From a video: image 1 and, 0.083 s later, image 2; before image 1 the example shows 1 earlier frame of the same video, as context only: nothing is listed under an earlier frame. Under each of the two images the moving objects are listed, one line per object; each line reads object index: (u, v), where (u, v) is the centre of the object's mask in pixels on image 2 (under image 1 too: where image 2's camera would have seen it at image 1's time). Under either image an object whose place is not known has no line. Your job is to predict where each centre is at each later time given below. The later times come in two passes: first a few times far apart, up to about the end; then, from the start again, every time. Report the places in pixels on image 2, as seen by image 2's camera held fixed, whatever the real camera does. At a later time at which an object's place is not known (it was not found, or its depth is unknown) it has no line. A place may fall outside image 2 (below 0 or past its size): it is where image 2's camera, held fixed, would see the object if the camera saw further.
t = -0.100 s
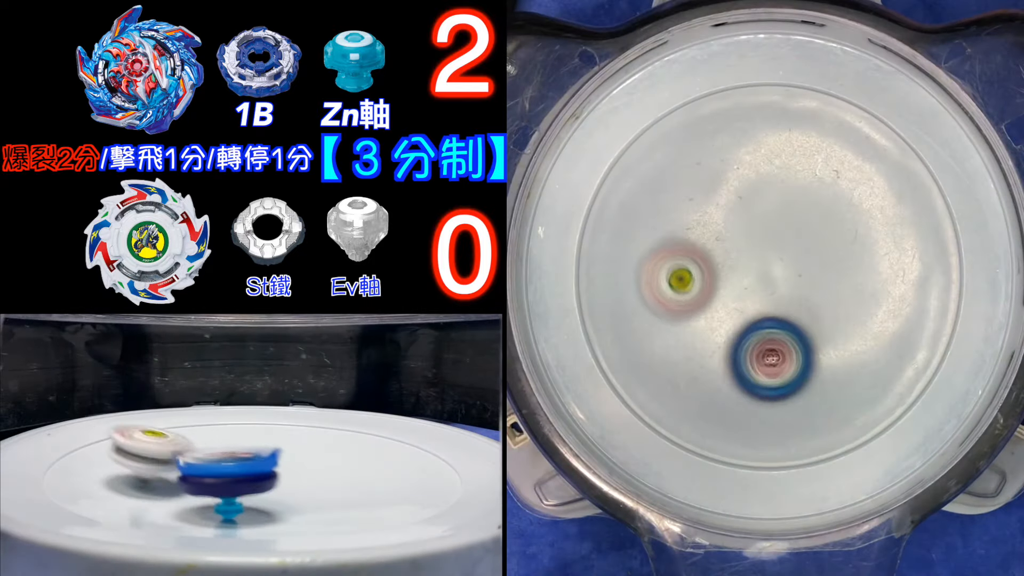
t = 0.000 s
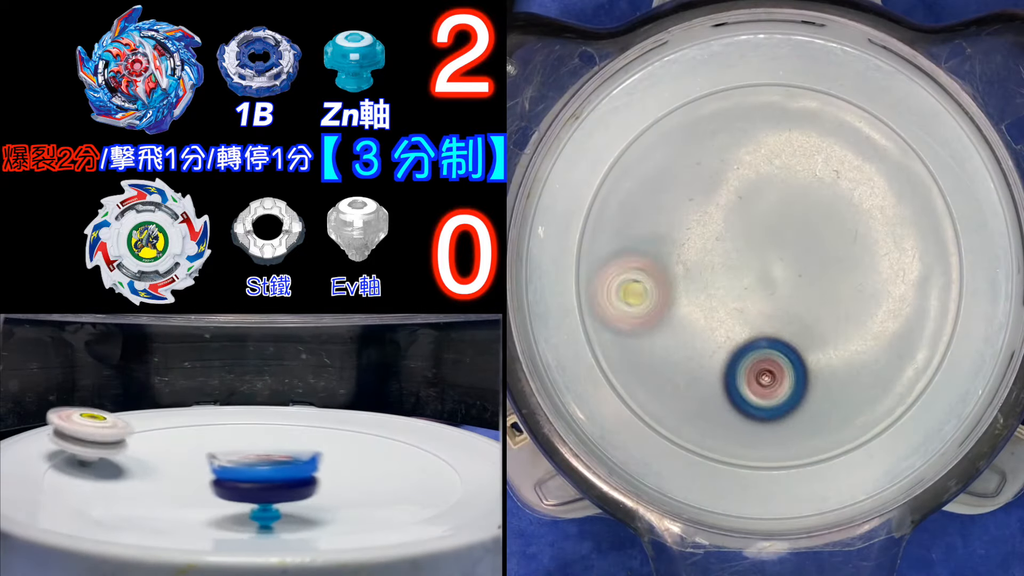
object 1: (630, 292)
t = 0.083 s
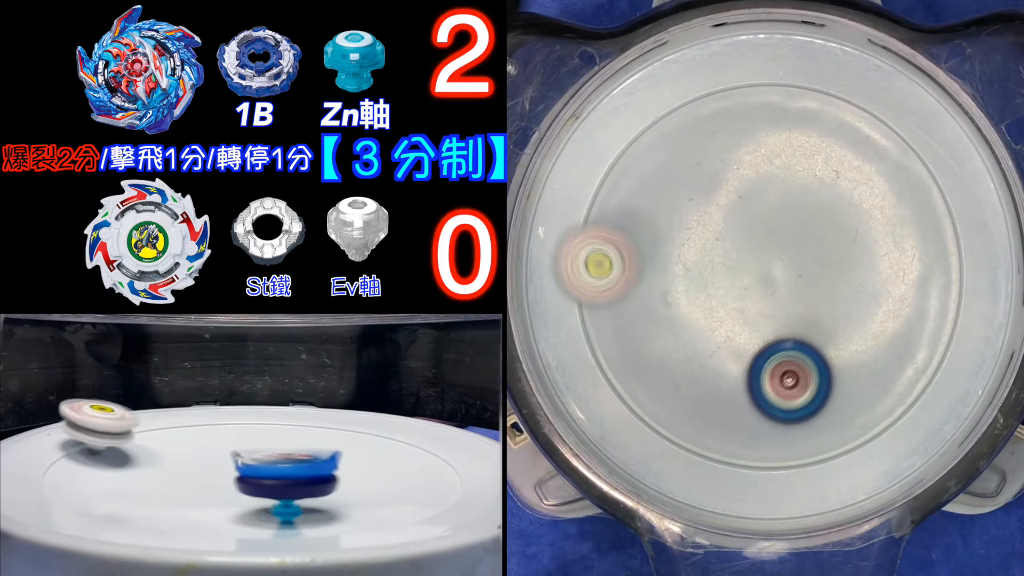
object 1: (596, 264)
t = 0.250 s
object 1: (683, 203)
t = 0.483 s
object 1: (785, 270)
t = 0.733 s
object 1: (731, 409)
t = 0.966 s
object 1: (614, 329)
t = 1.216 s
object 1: (664, 286)
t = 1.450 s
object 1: (771, 362)
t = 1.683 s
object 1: (618, 394)
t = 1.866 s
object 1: (619, 270)
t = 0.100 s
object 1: (596, 256)
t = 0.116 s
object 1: (597, 248)
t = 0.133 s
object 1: (600, 240)
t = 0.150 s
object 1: (606, 232)
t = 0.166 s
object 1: (613, 223)
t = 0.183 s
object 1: (624, 217)
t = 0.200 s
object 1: (636, 211)
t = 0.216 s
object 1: (651, 208)
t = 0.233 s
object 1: (668, 202)
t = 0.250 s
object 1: (683, 203)
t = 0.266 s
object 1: (699, 204)
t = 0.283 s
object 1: (716, 207)
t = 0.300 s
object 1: (730, 213)
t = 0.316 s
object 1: (748, 218)
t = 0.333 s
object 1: (762, 226)
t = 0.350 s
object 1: (773, 233)
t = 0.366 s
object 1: (775, 234)
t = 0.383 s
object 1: (776, 236)
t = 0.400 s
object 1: (777, 238)
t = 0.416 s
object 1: (779, 243)
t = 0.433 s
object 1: (781, 247)
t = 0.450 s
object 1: (783, 253)
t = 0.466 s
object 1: (784, 262)
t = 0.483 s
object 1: (785, 270)
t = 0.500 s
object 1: (786, 280)
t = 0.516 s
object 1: (786, 290)
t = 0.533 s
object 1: (786, 302)
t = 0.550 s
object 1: (786, 312)
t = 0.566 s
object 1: (784, 321)
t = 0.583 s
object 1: (782, 330)
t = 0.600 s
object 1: (782, 341)
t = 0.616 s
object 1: (779, 351)
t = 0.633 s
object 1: (775, 361)
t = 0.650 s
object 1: (771, 370)
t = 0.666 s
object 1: (765, 380)
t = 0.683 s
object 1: (758, 387)
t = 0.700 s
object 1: (749, 395)
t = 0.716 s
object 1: (741, 403)
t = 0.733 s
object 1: (731, 409)
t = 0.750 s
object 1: (718, 415)
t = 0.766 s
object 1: (706, 418)
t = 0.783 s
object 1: (693, 419)
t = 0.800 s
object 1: (681, 418)
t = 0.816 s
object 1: (668, 416)
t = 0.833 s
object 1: (656, 412)
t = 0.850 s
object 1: (644, 407)
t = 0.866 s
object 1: (635, 400)
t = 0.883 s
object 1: (626, 392)
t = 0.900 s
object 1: (621, 382)
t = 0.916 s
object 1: (616, 370)
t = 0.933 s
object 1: (614, 357)
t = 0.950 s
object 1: (614, 344)
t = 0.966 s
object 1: (614, 329)
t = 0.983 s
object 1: (607, 324)
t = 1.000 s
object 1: (594, 328)
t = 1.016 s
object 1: (590, 328)
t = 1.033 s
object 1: (588, 327)
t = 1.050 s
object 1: (588, 326)
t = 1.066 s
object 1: (588, 324)
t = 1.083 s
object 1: (592, 321)
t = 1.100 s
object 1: (601, 316)
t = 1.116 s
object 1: (609, 312)
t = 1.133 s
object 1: (620, 307)
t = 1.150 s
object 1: (626, 299)
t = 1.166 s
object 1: (636, 294)
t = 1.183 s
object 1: (645, 290)
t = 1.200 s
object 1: (655, 288)
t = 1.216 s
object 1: (664, 286)
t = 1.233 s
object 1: (674, 285)
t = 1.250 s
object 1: (683, 286)
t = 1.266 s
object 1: (691, 288)
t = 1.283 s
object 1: (700, 290)
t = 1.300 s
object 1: (709, 293)
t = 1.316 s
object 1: (717, 298)
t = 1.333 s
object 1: (726, 303)
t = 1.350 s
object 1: (734, 310)
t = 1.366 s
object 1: (741, 317)
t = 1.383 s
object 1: (749, 325)
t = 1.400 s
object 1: (756, 333)
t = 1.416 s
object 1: (762, 342)
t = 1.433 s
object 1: (768, 352)
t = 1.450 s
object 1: (771, 362)
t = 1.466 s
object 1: (775, 371)
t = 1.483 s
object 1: (778, 379)
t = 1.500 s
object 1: (779, 388)
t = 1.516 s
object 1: (774, 395)
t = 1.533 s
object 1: (754, 405)
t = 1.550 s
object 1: (732, 415)
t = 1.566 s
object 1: (712, 423)
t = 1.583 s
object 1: (694, 427)
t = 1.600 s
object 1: (677, 430)
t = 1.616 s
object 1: (661, 428)
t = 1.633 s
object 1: (648, 420)
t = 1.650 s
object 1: (638, 412)
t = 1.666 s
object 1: (626, 404)
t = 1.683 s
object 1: (618, 394)
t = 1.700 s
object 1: (611, 385)
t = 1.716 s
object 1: (605, 375)
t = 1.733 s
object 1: (600, 366)
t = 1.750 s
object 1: (598, 356)
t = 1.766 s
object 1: (595, 344)
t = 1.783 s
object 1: (595, 332)
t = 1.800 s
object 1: (596, 319)
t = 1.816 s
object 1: (599, 307)
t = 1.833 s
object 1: (604, 293)
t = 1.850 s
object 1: (610, 282)
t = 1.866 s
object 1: (619, 270)
